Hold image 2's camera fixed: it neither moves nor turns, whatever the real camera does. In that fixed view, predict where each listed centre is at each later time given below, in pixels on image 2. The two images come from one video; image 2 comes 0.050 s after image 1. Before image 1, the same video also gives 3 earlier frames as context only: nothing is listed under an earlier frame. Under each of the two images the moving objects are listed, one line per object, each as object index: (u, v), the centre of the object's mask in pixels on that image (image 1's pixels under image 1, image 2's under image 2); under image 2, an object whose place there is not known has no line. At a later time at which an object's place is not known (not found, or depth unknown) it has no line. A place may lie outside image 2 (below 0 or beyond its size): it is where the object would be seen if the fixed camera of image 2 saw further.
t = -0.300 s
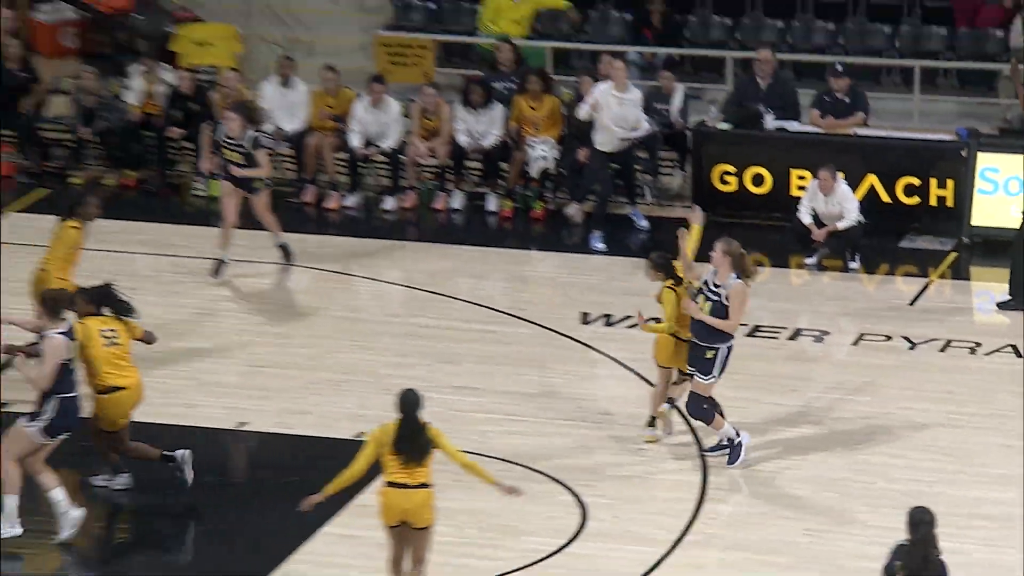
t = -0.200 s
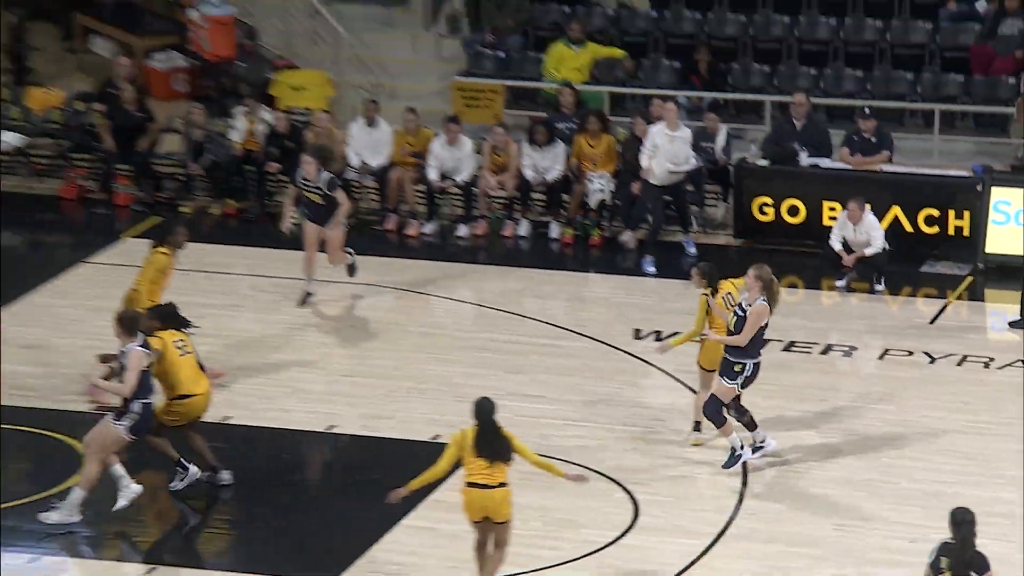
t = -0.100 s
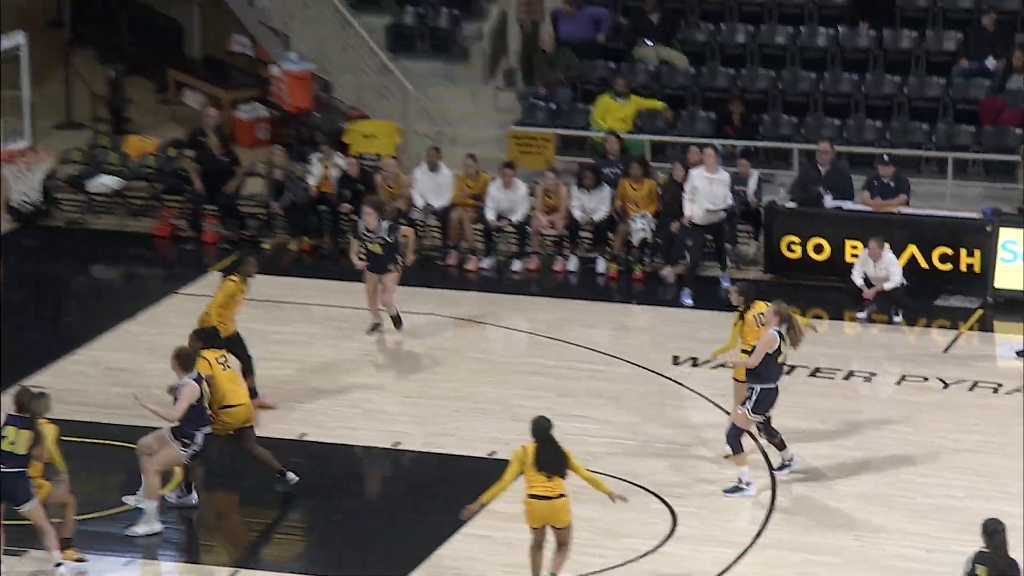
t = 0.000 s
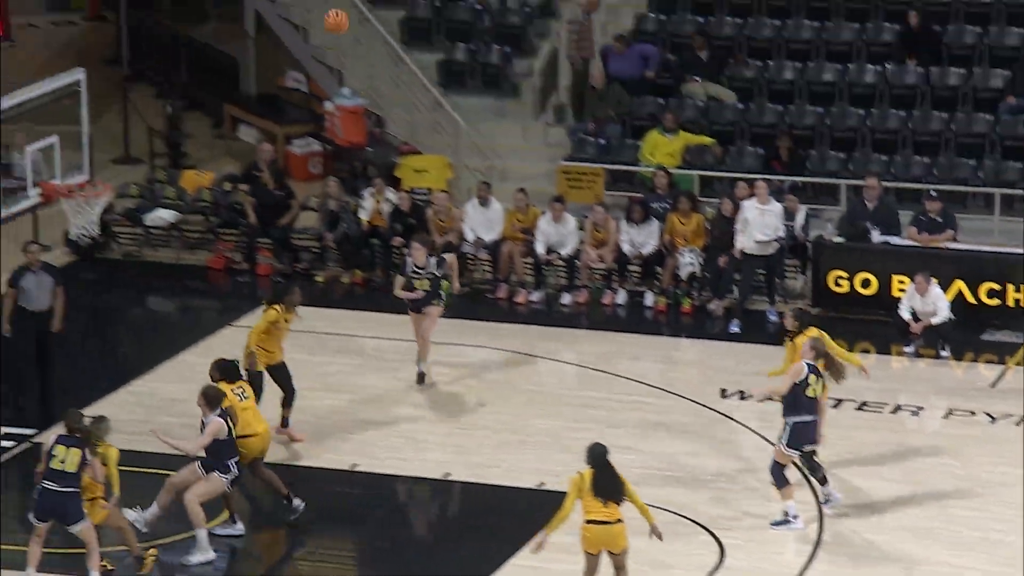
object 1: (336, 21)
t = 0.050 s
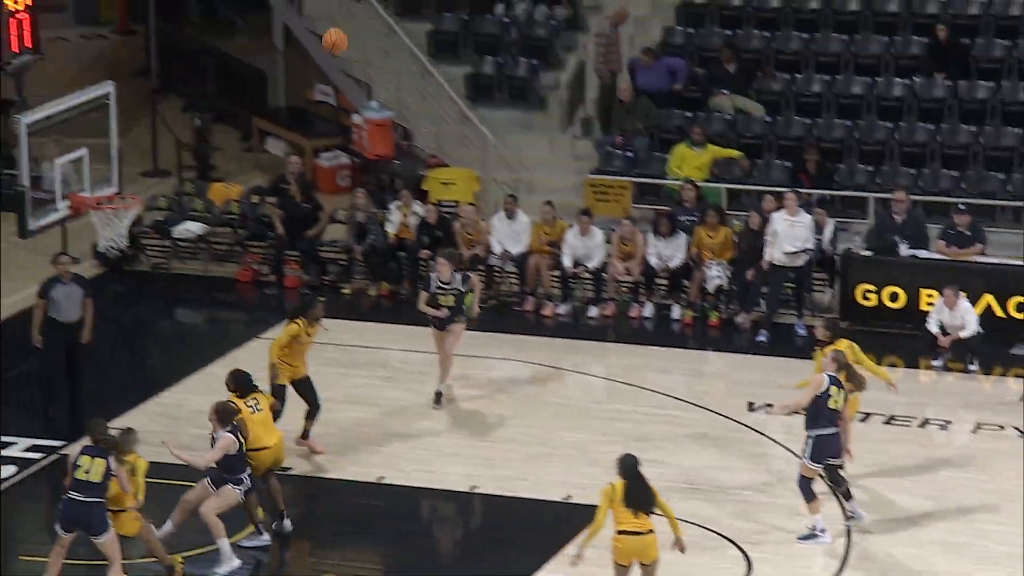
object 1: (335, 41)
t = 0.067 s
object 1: (326, 44)
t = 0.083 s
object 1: (317, 47)
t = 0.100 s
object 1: (307, 50)
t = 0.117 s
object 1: (298, 53)
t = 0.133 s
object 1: (288, 57)
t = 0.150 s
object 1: (279, 61)
